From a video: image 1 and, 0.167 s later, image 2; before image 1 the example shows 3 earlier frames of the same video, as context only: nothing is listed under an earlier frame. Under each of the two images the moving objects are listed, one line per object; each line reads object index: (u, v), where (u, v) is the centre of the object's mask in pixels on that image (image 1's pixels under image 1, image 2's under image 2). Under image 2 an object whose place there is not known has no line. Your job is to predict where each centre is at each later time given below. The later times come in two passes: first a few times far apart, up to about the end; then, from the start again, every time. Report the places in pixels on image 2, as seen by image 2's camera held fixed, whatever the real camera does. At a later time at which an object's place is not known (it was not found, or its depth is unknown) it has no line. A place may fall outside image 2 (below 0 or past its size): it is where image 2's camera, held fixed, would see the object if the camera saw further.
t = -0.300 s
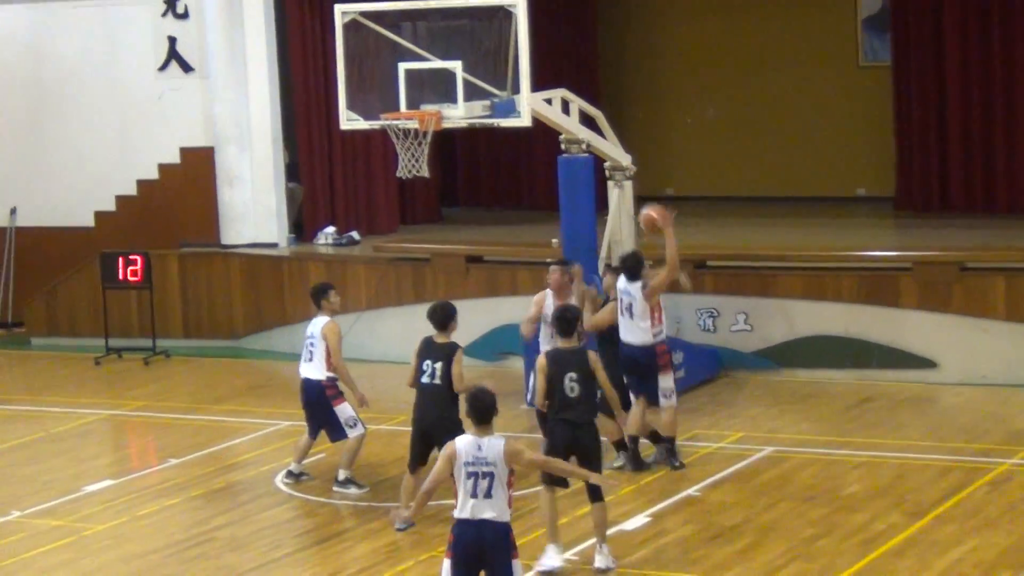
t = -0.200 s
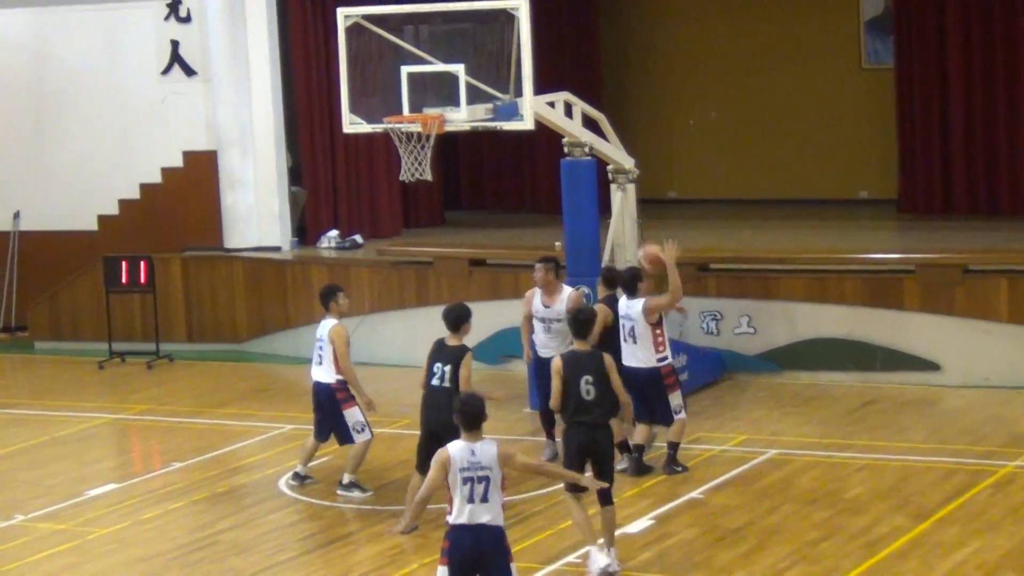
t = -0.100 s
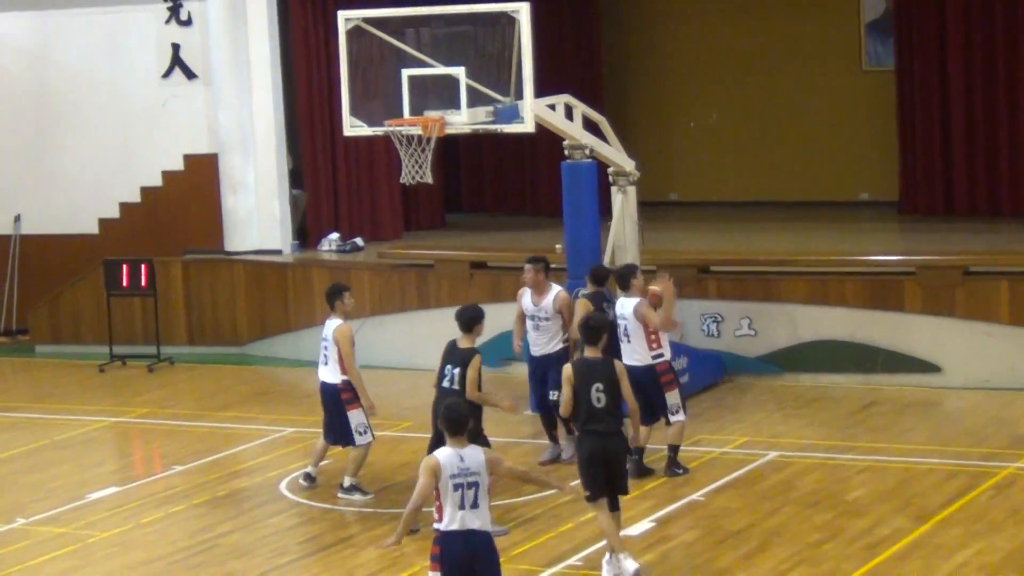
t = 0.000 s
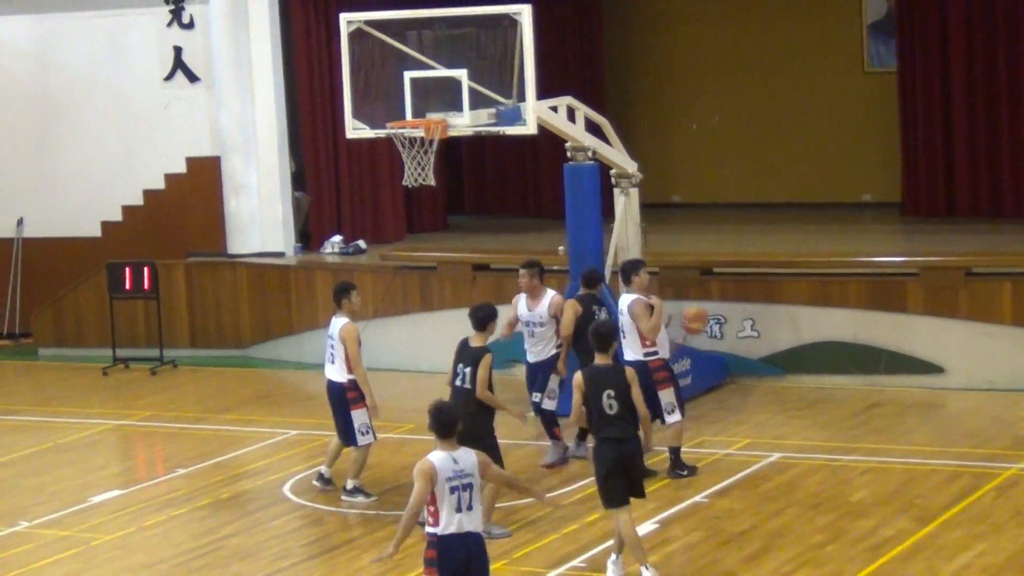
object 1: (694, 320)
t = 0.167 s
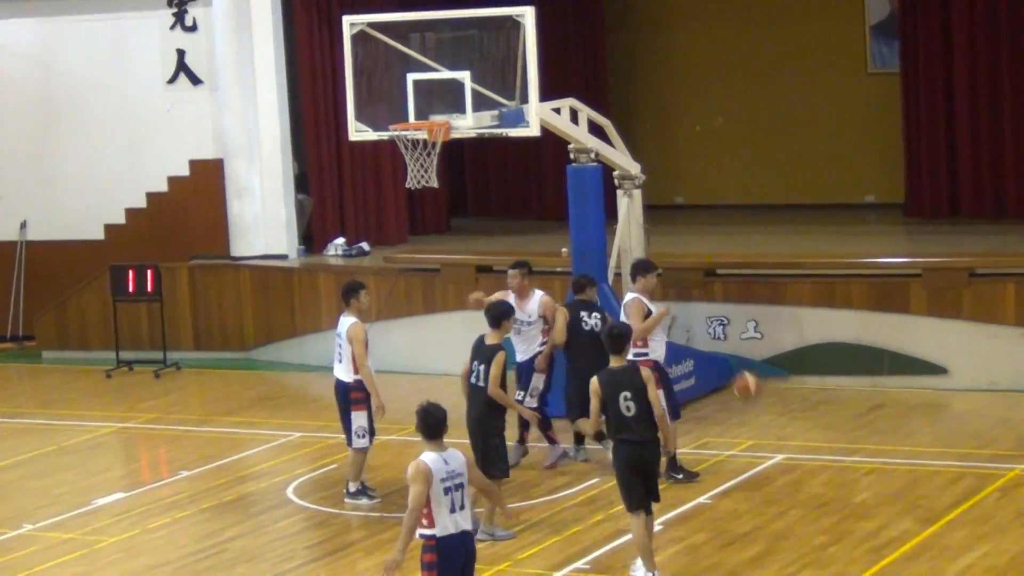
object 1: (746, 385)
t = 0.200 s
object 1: (757, 405)
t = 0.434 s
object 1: (830, 404)
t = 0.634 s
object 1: (892, 348)
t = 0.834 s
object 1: (957, 339)
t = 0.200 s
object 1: (757, 405)
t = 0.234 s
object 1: (768, 423)
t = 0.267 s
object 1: (778, 444)
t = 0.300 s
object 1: (788, 465)
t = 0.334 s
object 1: (799, 450)
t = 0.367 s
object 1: (809, 436)
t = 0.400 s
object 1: (819, 415)
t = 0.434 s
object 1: (830, 404)
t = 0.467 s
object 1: (839, 392)
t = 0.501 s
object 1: (850, 379)
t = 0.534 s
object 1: (859, 369)
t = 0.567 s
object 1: (871, 362)
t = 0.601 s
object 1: (881, 356)
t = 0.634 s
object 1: (892, 348)
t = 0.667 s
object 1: (903, 343)
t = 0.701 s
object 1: (914, 339)
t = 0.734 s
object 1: (924, 337)
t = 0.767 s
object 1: (936, 337)
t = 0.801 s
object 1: (947, 337)
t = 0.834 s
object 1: (957, 339)
